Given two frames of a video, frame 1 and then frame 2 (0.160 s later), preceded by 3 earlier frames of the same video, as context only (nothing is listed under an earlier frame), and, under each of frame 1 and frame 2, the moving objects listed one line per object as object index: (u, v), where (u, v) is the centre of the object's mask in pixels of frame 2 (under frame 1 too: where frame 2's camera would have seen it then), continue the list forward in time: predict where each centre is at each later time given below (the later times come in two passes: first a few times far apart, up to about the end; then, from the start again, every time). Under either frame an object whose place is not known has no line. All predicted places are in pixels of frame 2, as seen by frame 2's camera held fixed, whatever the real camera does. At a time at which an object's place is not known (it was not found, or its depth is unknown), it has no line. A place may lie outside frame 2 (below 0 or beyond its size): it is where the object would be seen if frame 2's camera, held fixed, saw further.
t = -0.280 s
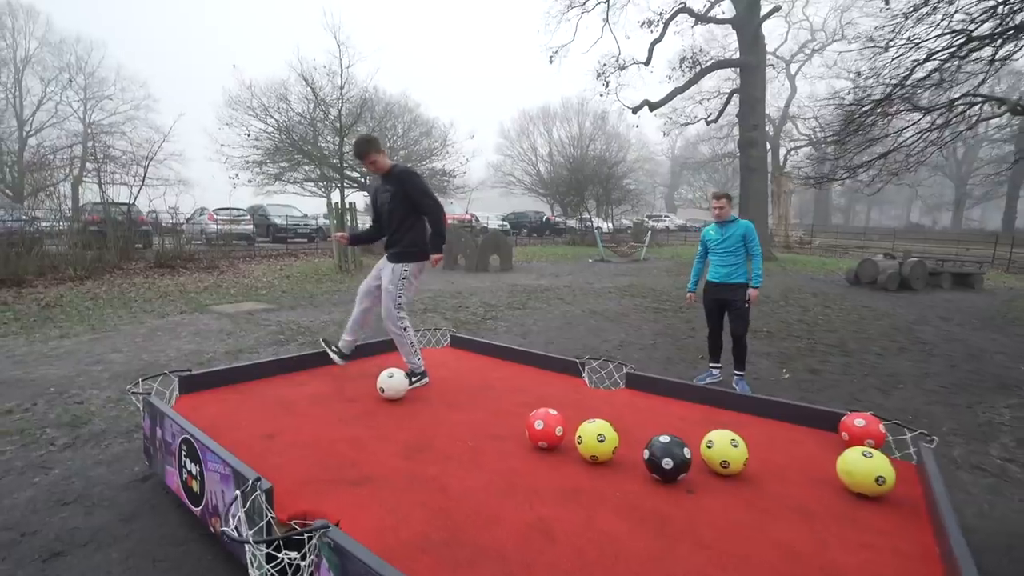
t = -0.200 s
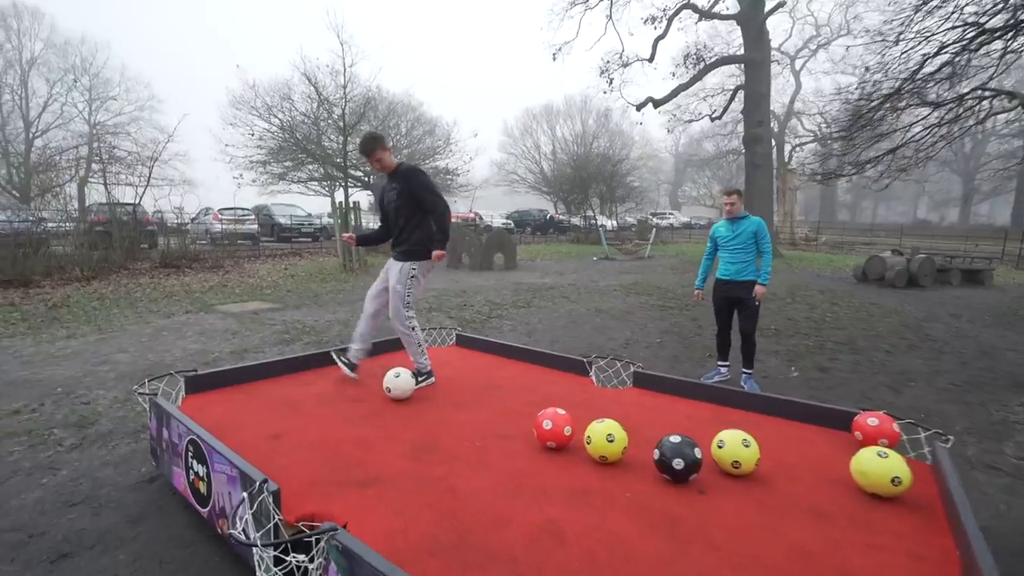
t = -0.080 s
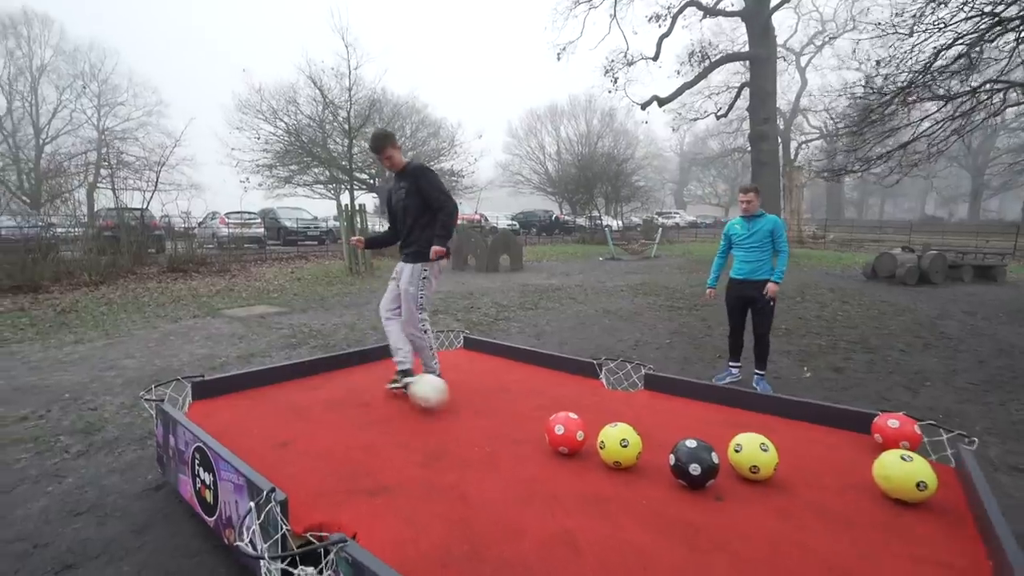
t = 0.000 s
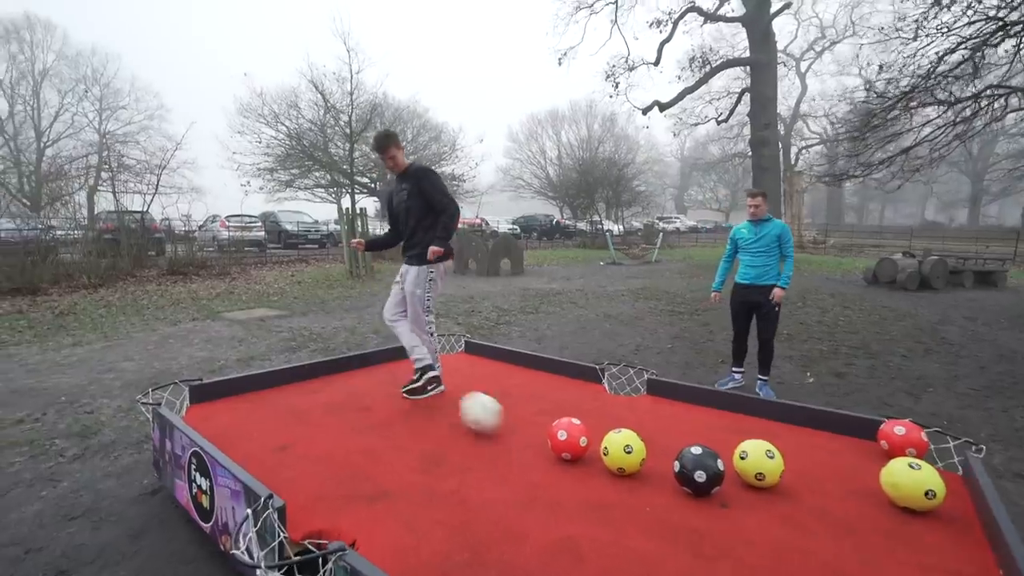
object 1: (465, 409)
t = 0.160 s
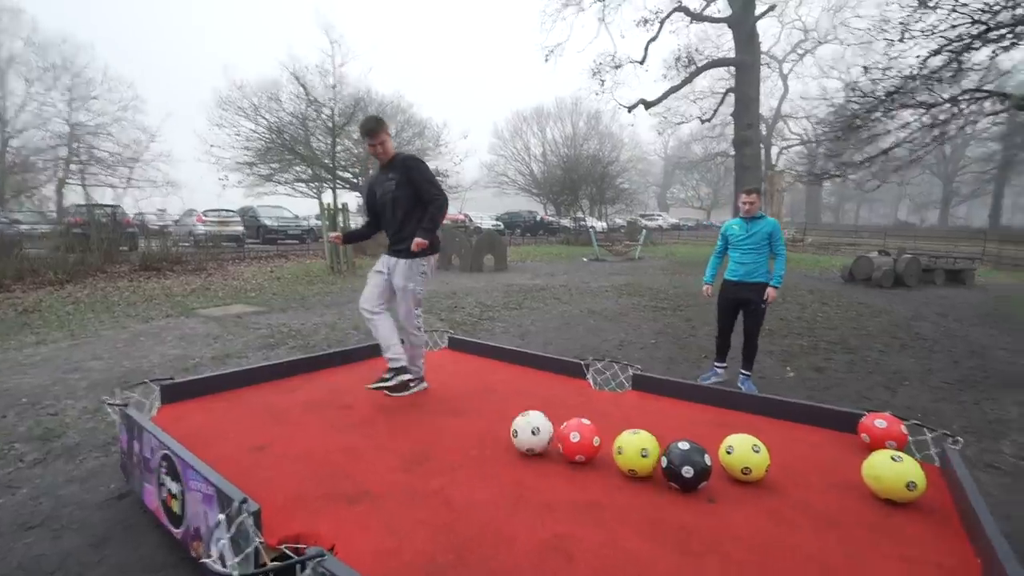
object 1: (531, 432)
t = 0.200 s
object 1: (536, 435)
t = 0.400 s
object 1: (560, 446)
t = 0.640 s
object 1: (585, 461)
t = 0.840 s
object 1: (605, 474)
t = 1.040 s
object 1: (625, 487)
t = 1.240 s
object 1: (642, 503)
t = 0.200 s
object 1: (536, 435)
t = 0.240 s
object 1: (542, 437)
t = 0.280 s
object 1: (546, 440)
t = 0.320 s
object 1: (551, 442)
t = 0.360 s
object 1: (555, 444)
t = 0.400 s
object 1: (560, 446)
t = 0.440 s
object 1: (564, 448)
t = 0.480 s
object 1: (569, 451)
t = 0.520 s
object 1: (573, 454)
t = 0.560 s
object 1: (577, 456)
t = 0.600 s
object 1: (581, 458)
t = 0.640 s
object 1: (585, 461)
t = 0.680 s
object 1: (589, 463)
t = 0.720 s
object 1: (593, 465)
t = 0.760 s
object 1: (596, 469)
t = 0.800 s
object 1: (601, 471)
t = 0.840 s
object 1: (605, 474)
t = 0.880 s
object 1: (609, 476)
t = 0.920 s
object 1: (613, 479)
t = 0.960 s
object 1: (617, 482)
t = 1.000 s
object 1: (621, 485)
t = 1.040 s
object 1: (625, 487)
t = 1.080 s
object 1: (628, 491)
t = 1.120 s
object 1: (632, 494)
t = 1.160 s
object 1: (635, 497)
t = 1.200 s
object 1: (639, 501)
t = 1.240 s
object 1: (642, 503)
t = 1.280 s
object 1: (647, 507)
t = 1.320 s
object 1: (650, 510)
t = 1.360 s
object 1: (654, 513)
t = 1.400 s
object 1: (658, 516)
